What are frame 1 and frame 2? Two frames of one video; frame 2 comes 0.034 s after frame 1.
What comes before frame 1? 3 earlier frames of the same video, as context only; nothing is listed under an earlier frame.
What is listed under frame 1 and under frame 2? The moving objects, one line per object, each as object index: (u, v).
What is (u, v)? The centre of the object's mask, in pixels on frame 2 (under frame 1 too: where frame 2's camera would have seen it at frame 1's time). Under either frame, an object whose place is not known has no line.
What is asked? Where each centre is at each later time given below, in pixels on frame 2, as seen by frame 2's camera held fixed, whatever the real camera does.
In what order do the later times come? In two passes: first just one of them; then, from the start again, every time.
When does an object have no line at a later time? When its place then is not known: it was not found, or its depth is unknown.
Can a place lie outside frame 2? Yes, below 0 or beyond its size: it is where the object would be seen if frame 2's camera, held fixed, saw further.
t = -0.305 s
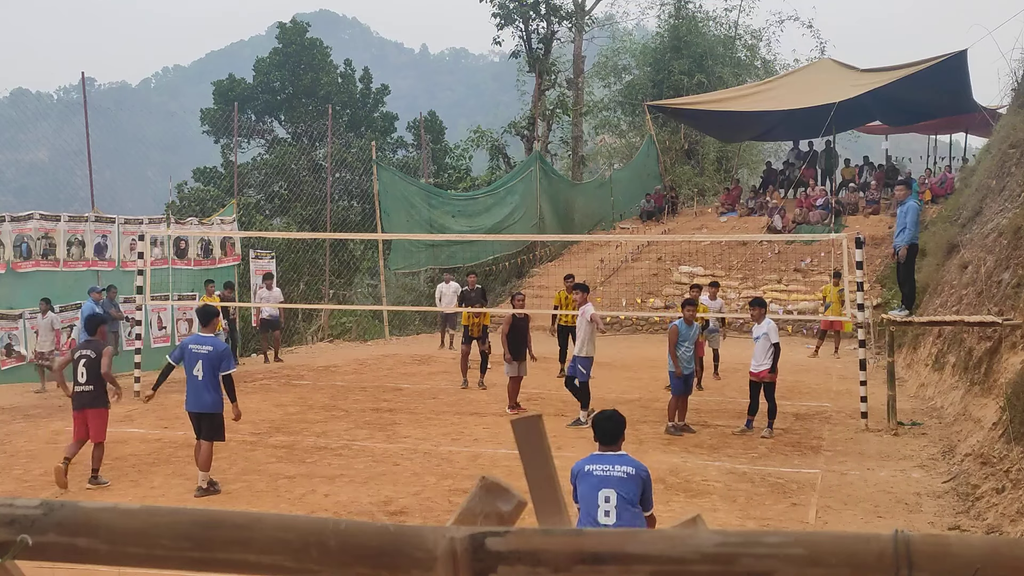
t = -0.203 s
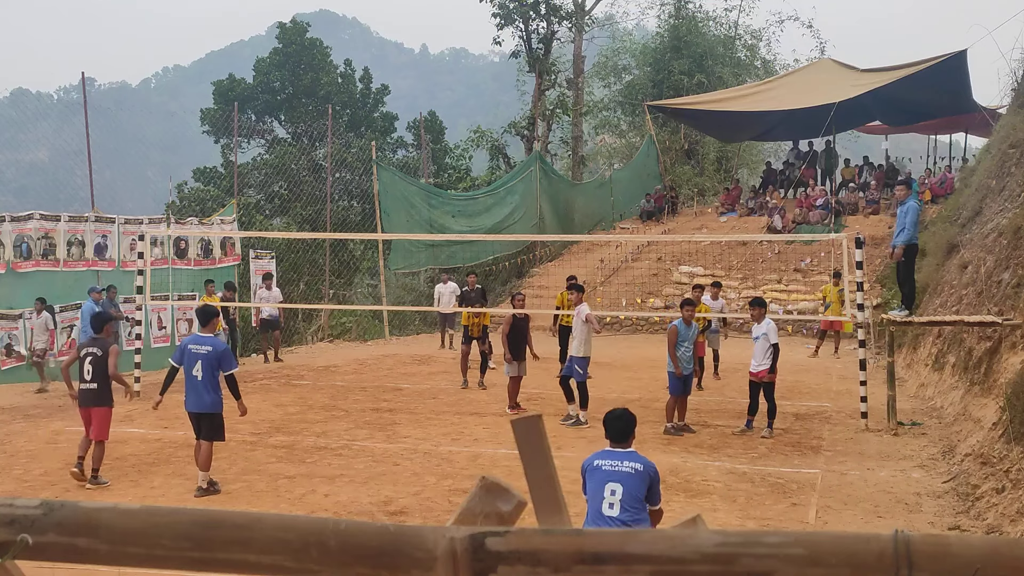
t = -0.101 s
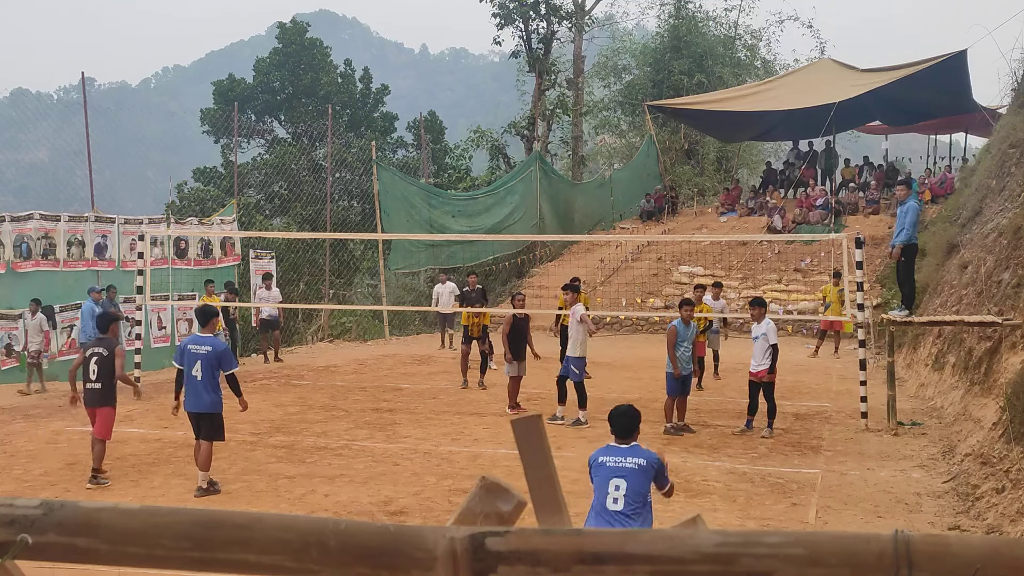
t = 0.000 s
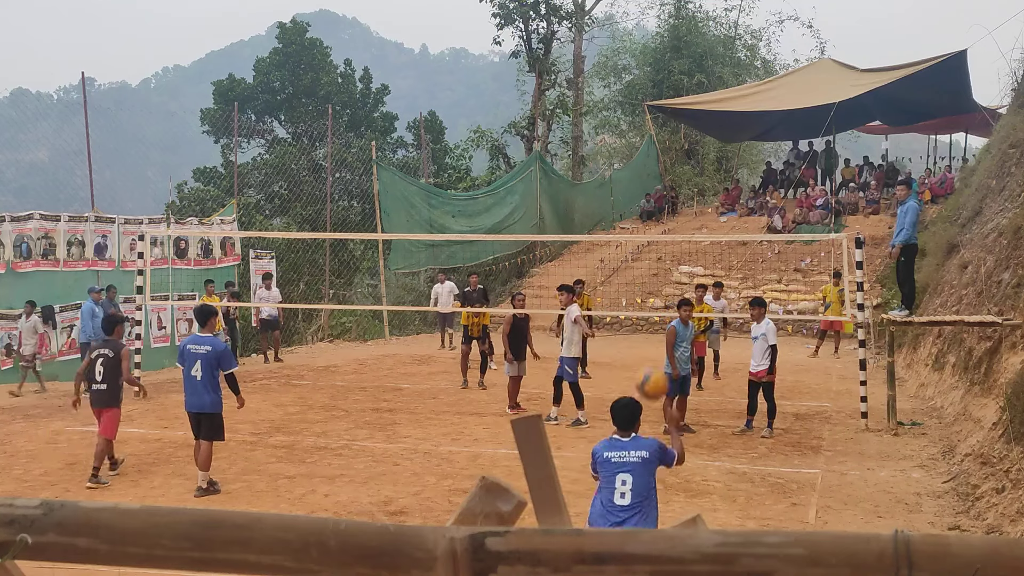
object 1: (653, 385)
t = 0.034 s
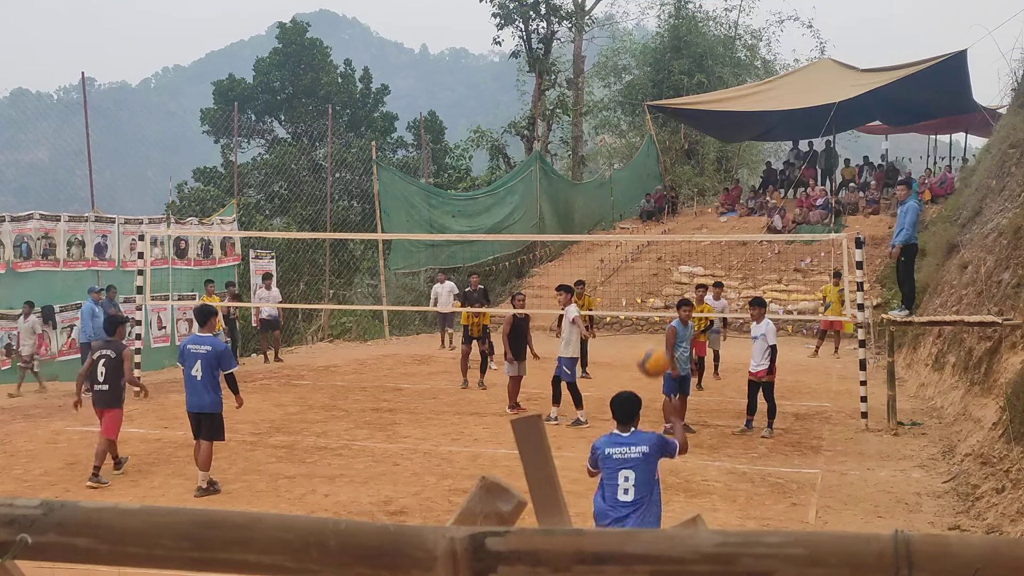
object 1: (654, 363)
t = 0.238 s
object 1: (662, 272)
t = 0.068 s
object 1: (655, 340)
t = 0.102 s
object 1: (657, 323)
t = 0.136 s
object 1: (658, 307)
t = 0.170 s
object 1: (659, 293)
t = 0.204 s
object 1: (661, 282)
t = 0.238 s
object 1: (662, 272)
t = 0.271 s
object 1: (663, 264)
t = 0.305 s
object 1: (664, 258)
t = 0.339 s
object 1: (665, 253)
